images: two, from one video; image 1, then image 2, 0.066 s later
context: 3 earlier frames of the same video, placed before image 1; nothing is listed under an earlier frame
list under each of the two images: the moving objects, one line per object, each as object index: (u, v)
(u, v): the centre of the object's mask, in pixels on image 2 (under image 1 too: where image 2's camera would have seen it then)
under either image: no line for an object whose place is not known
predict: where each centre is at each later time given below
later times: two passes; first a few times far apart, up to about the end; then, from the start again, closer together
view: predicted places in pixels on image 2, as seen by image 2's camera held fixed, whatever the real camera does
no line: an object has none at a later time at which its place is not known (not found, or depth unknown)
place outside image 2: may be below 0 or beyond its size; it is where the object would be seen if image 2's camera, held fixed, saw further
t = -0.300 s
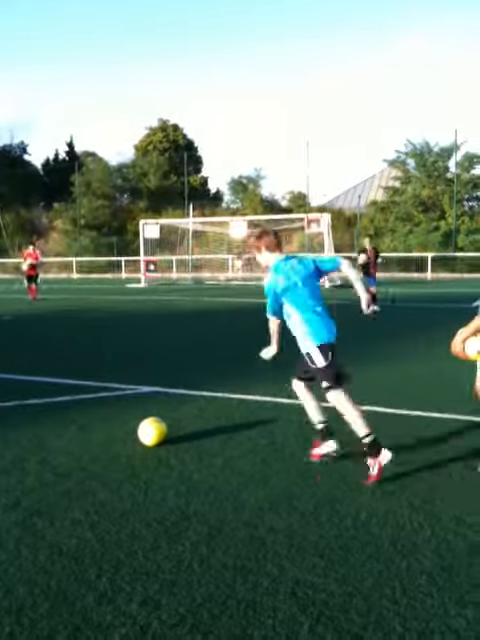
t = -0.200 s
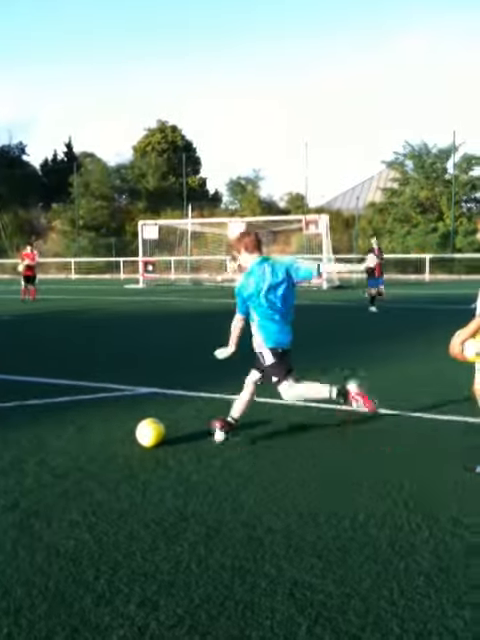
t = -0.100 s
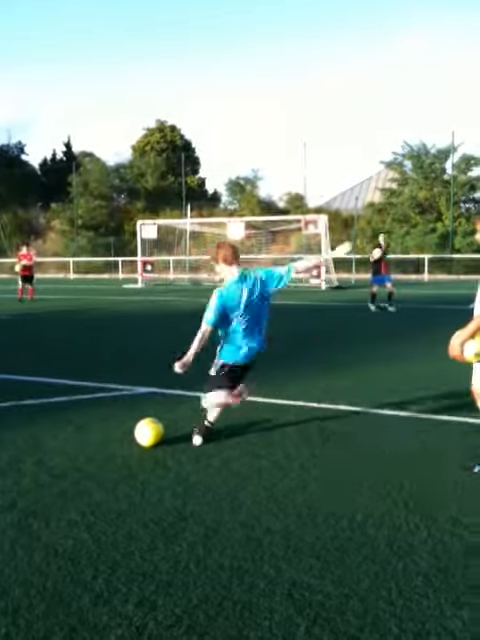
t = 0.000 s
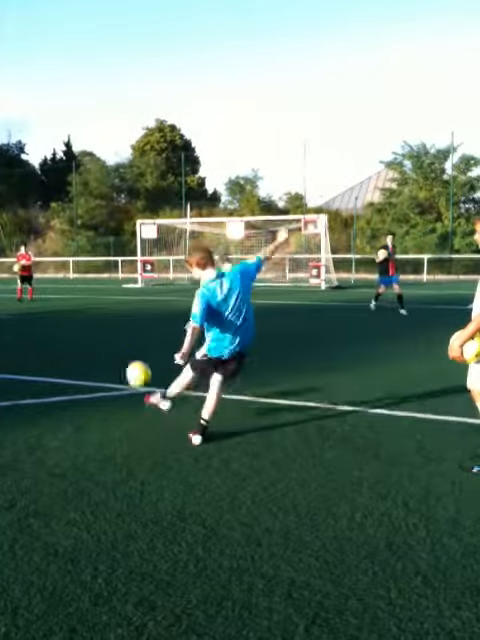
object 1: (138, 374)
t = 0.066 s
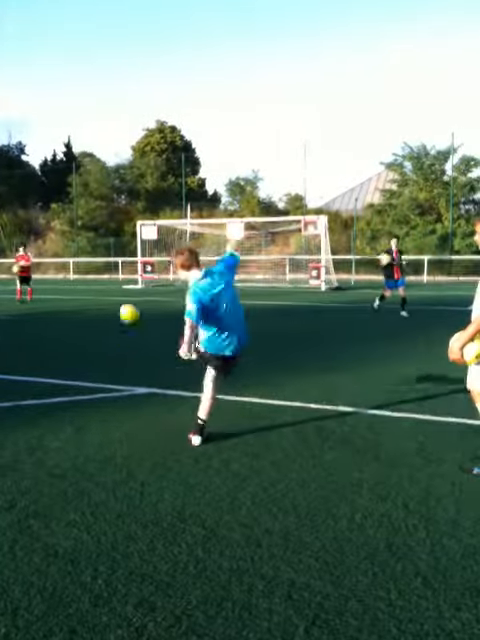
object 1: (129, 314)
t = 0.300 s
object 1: (114, 222)
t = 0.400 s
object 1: (114, 206)
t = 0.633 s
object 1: (115, 190)
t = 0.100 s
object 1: (122, 294)
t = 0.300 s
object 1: (114, 222)
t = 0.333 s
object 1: (114, 216)
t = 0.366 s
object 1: (113, 211)
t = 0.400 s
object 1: (114, 206)
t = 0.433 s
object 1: (114, 202)
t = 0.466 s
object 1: (114, 199)
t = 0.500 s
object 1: (114, 196)
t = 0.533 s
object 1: (114, 194)
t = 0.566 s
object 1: (113, 193)
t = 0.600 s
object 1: (114, 191)
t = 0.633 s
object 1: (115, 190)
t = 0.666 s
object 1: (115, 189)
